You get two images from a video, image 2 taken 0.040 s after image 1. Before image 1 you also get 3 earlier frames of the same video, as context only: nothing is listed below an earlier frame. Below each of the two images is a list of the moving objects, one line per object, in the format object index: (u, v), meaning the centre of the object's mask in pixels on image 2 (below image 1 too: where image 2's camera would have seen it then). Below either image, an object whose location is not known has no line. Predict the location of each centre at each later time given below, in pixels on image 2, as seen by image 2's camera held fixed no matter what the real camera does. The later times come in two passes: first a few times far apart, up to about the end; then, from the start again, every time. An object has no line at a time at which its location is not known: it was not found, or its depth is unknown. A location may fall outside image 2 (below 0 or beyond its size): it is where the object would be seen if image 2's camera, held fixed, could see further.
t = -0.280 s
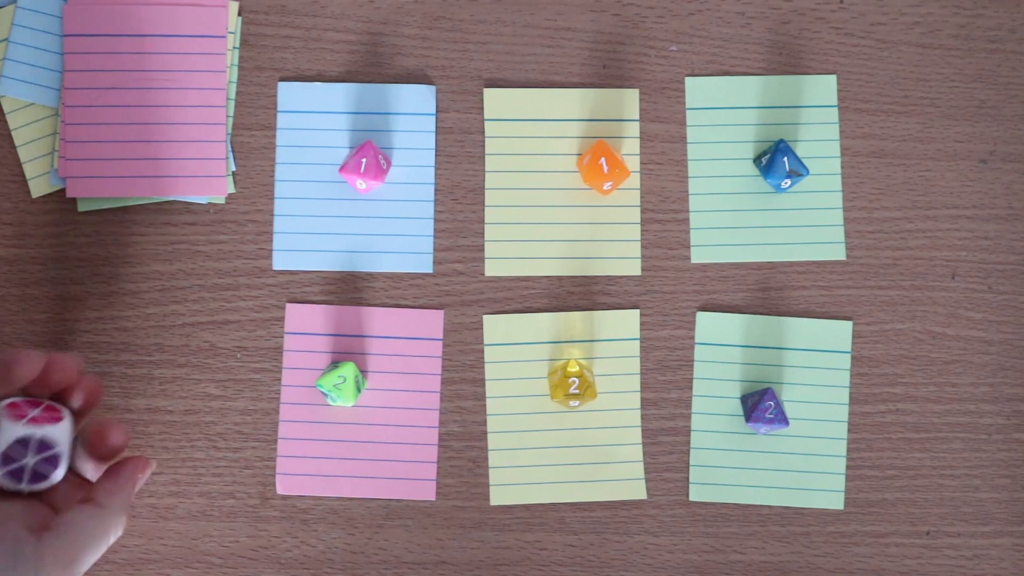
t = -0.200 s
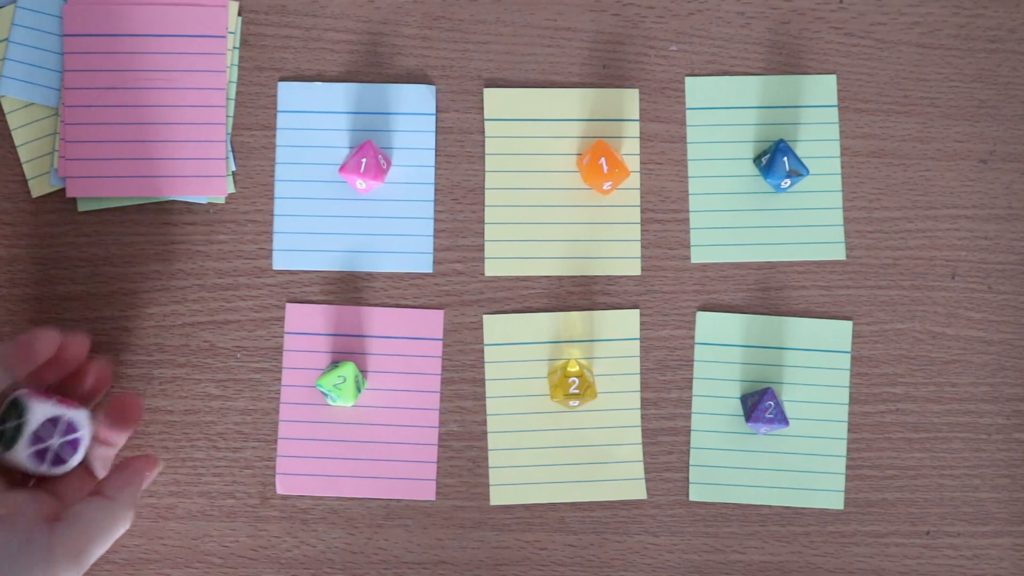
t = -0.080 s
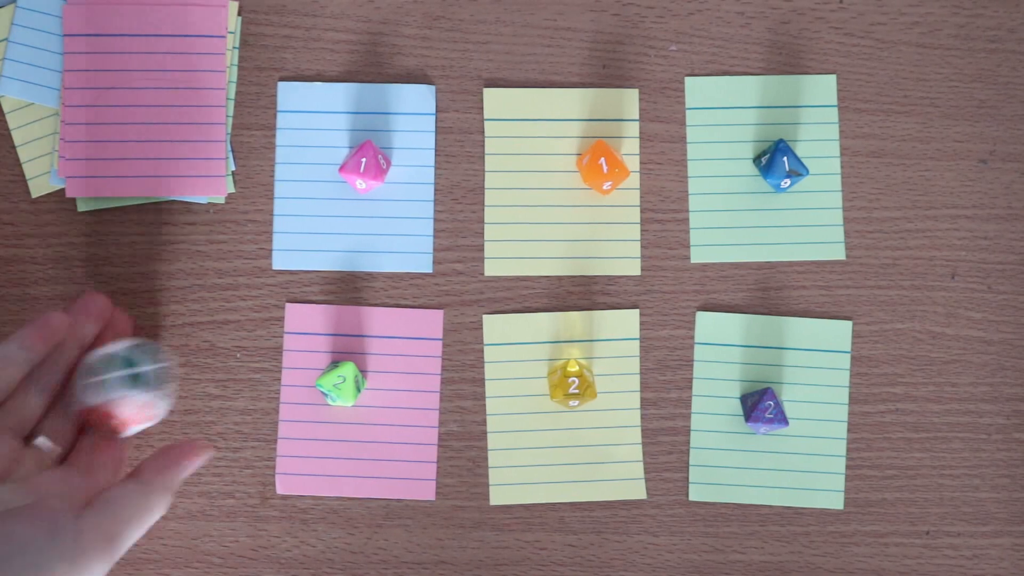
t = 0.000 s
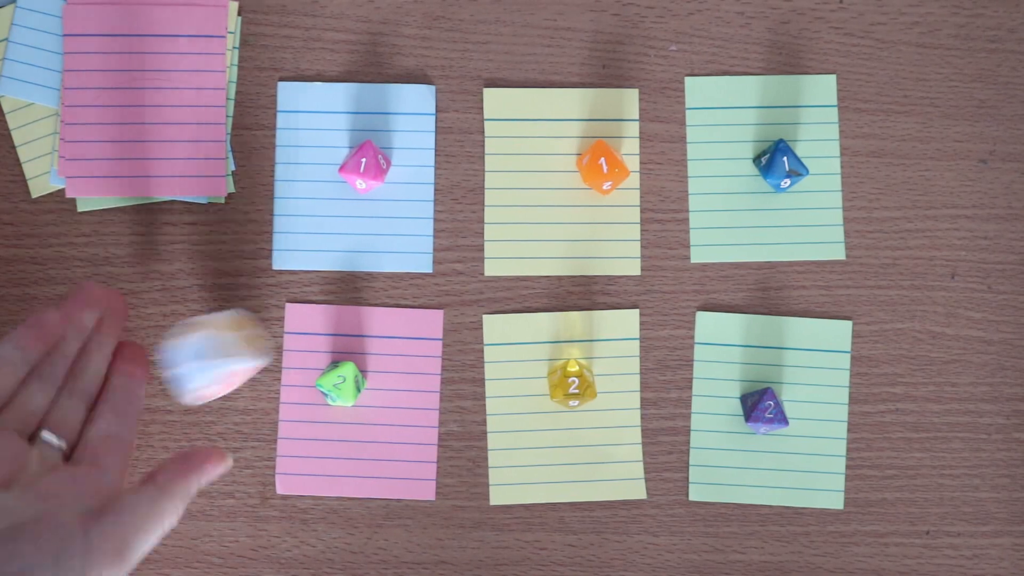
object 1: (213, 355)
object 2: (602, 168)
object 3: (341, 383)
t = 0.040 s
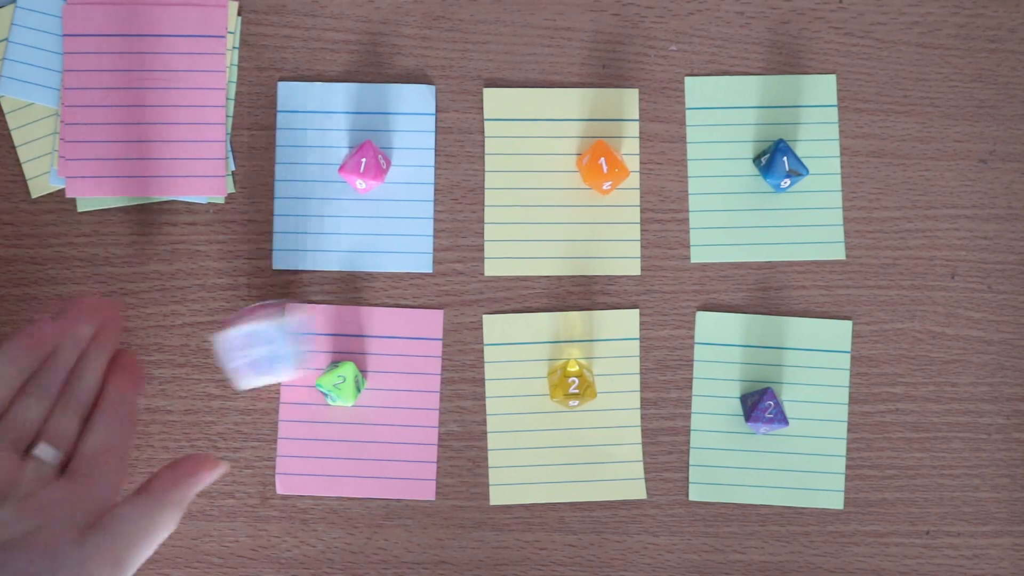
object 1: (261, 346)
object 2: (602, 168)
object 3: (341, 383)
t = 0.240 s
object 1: (469, 253)
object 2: (602, 168)
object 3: (370, 430)
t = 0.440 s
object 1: (595, 196)
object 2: (640, 139)
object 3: (369, 430)
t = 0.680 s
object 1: (659, 174)
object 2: (672, 102)
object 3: (369, 430)
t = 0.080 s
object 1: (312, 333)
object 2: (602, 168)
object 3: (343, 389)
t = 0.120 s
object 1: (353, 316)
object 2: (602, 168)
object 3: (353, 407)
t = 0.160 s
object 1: (397, 293)
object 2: (602, 168)
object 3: (362, 421)
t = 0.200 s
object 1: (432, 268)
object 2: (602, 168)
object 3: (368, 429)
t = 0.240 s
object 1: (469, 253)
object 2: (602, 168)
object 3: (370, 430)
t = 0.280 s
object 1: (499, 238)
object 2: (602, 168)
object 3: (369, 430)
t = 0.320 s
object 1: (540, 223)
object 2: (602, 168)
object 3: (369, 430)
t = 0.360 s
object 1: (565, 210)
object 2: (611, 159)
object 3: (369, 430)
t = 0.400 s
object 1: (580, 202)
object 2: (628, 147)
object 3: (369, 430)
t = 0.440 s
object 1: (595, 196)
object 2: (640, 139)
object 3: (369, 430)
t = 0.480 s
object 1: (616, 183)
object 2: (651, 131)
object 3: (369, 430)
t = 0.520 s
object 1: (626, 175)
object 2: (662, 116)
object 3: (369, 430)
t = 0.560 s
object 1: (636, 168)
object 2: (668, 107)
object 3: (369, 430)
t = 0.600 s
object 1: (646, 169)
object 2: (672, 102)
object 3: (369, 430)
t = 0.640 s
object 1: (654, 171)
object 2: (672, 102)
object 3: (369, 430)
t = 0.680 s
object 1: (659, 174)
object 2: (672, 102)
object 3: (369, 430)
